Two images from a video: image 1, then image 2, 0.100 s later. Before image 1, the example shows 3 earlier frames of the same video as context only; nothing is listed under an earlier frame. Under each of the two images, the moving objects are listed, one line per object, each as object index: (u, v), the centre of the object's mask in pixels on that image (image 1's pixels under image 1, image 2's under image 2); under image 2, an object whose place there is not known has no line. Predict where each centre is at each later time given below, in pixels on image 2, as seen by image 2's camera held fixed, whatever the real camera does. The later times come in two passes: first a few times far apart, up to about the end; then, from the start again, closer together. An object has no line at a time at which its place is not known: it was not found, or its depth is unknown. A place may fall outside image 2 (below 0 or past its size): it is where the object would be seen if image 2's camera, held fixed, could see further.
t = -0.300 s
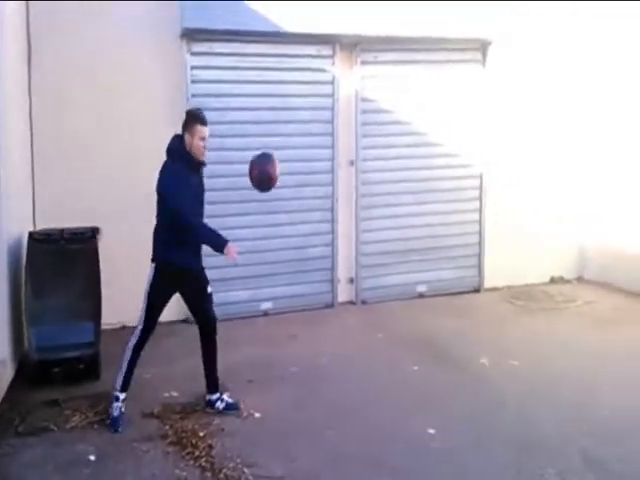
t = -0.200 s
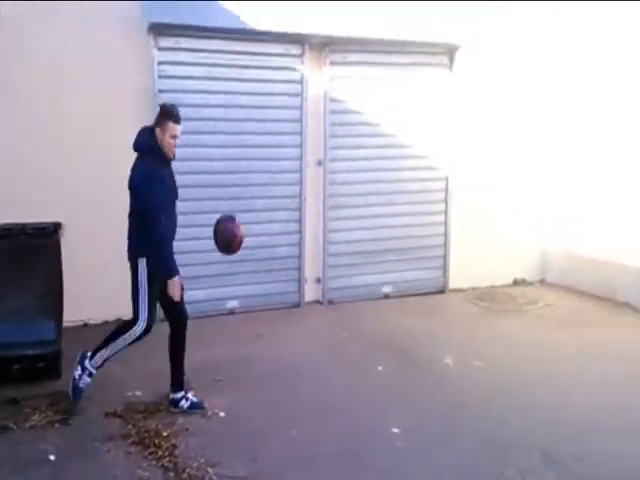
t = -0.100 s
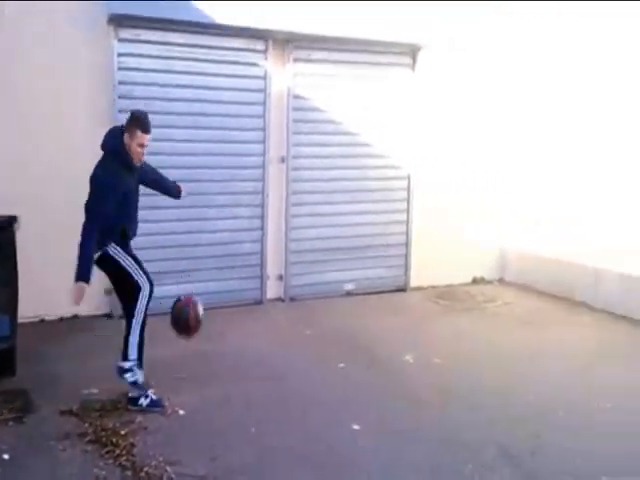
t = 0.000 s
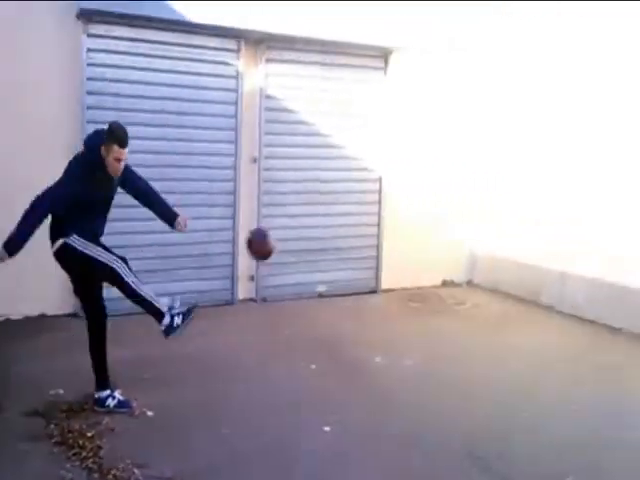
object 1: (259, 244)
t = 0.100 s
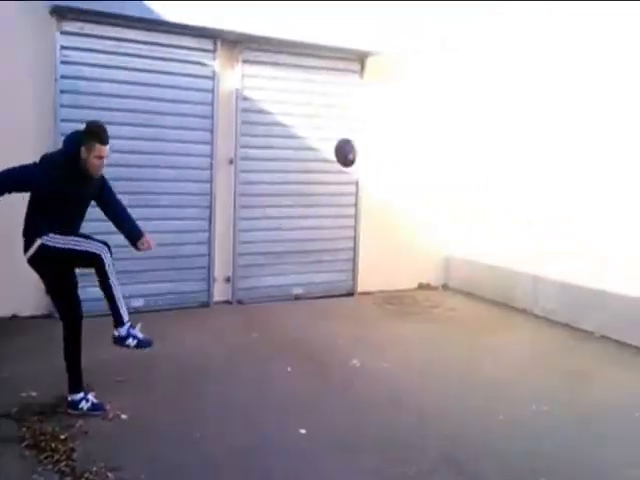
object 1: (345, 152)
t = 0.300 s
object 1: (479, 74)
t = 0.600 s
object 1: (344, 23)
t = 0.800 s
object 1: (225, 19)
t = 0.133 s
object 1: (373, 131)
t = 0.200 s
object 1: (423, 100)
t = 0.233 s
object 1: (444, 89)
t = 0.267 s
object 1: (463, 80)
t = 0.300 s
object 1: (479, 74)
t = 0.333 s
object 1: (495, 70)
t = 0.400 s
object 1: (486, 58)
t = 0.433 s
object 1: (463, 49)
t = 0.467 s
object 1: (440, 42)
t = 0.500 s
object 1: (418, 35)
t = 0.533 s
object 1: (393, 30)
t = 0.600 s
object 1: (344, 23)
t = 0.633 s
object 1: (320, 20)
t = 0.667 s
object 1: (302, 18)
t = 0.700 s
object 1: (284, 16)
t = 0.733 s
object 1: (265, 16)
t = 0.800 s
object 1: (225, 19)
